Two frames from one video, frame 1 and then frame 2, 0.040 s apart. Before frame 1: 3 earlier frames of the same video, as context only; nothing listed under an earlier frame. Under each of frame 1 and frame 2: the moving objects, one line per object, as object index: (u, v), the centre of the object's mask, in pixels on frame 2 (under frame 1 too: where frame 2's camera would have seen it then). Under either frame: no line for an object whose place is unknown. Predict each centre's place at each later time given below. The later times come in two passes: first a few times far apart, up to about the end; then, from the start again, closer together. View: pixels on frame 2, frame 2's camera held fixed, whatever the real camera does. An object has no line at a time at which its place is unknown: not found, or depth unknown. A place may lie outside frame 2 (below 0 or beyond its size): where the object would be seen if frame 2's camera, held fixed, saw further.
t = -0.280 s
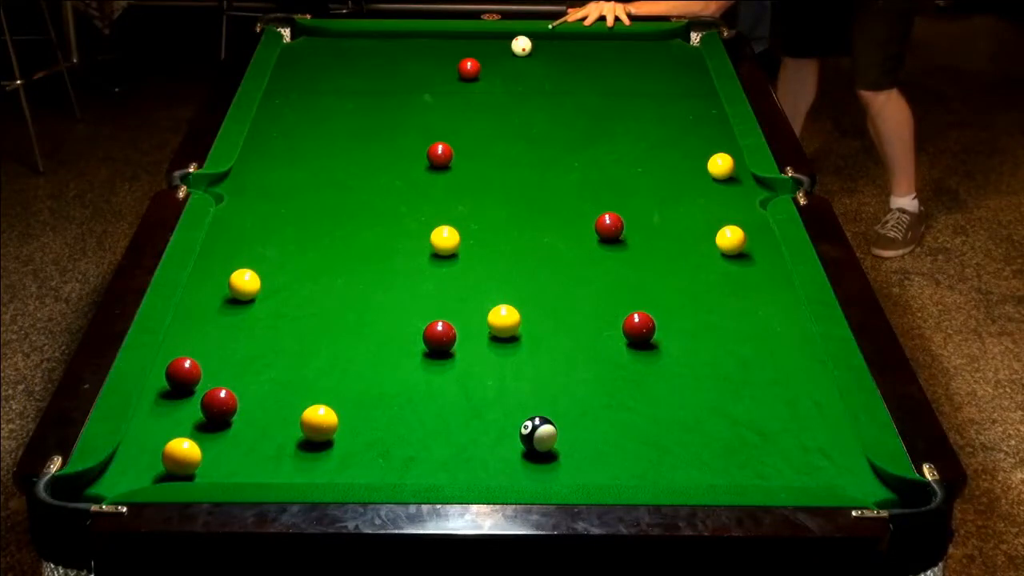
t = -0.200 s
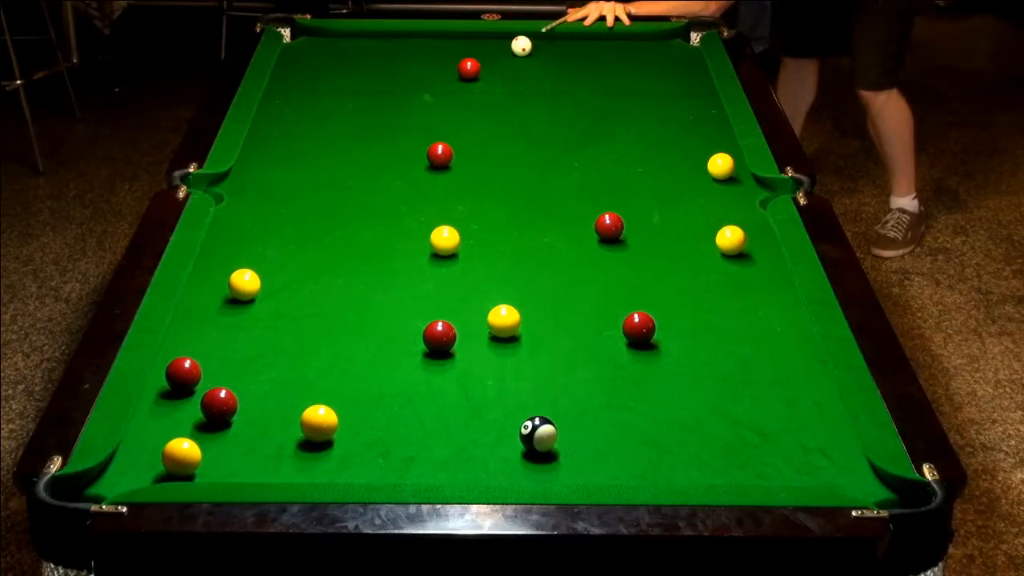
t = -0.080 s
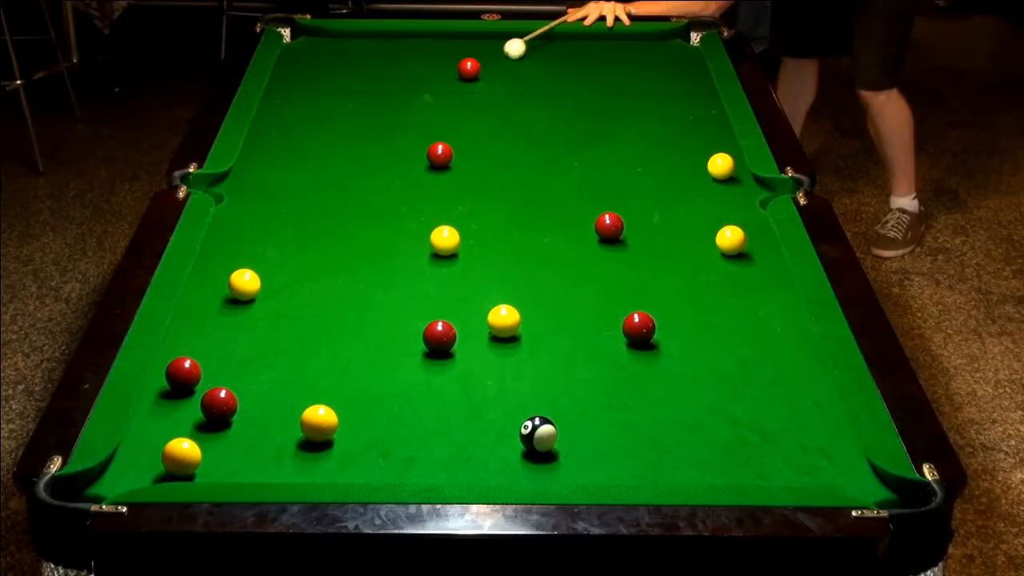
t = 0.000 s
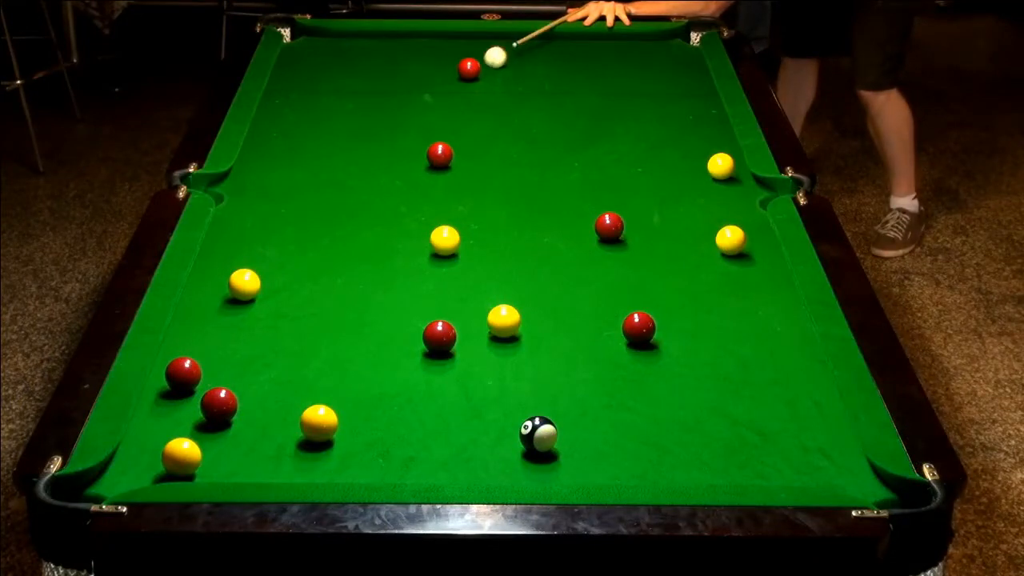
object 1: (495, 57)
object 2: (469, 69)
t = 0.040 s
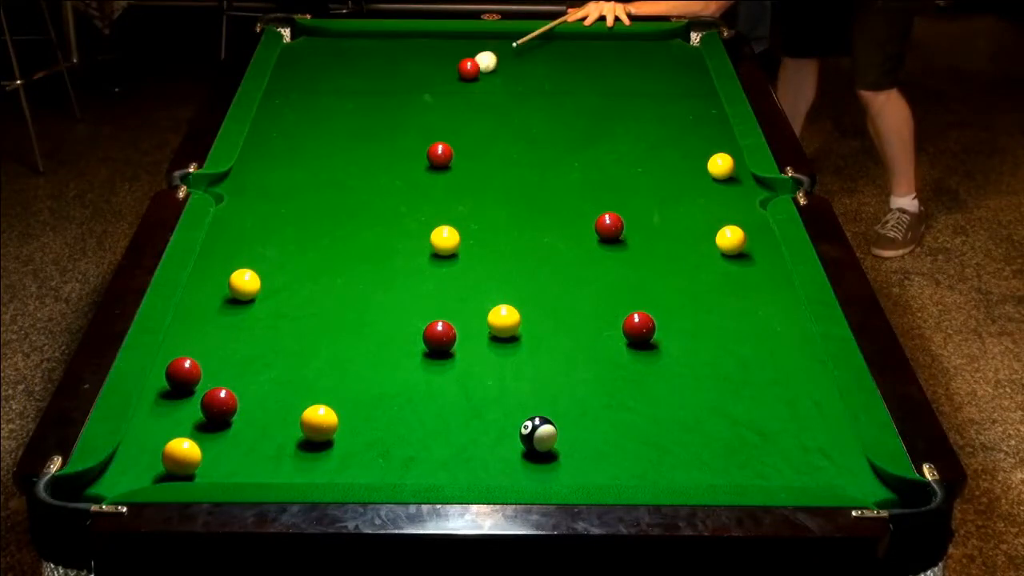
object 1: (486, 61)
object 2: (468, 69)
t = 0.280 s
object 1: (471, 66)
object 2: (432, 86)
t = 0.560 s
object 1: (458, 70)
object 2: (389, 107)
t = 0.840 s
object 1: (447, 74)
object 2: (346, 128)
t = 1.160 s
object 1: (436, 78)
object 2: (294, 153)
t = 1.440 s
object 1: (429, 80)
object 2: (248, 176)
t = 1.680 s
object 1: (423, 82)
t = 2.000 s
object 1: (419, 83)
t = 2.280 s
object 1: (418, 83)
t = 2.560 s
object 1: (418, 83)
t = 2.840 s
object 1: (418, 83)
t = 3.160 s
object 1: (418, 83)
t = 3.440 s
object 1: (418, 83)
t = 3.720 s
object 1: (418, 83)
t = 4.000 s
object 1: (418, 83)
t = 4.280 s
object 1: (418, 83)
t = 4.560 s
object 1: (418, 83)
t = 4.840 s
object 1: (418, 83)
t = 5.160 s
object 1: (418, 83)
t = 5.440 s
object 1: (418, 83)
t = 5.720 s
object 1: (418, 83)
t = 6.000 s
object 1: (418, 83)
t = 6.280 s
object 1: (418, 83)
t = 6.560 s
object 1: (418, 83)
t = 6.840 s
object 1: (418, 83)
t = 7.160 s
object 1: (418, 83)
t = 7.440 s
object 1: (418, 83)
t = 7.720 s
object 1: (418, 83)
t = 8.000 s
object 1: (418, 83)
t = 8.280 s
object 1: (418, 83)
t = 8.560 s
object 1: (418, 83)
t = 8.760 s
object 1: (418, 83)
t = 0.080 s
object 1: (481, 63)
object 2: (464, 71)
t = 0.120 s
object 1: (480, 64)
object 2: (457, 74)
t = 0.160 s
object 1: (478, 64)
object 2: (451, 77)
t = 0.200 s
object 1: (476, 65)
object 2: (444, 80)
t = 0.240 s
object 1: (474, 65)
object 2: (438, 83)
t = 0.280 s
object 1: (471, 66)
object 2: (432, 86)
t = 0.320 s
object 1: (470, 67)
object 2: (426, 89)
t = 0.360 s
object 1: (468, 67)
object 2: (420, 92)
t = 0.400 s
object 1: (466, 68)
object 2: (414, 95)
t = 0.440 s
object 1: (464, 69)
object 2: (408, 98)
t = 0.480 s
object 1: (462, 69)
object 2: (402, 101)
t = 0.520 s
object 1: (460, 70)
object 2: (396, 104)
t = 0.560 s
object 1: (458, 70)
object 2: (389, 107)
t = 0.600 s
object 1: (457, 71)
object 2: (383, 110)
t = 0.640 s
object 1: (455, 72)
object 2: (377, 113)
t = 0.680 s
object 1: (454, 72)
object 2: (371, 116)
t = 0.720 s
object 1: (452, 73)
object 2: (364, 119)
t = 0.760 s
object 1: (450, 73)
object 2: (358, 122)
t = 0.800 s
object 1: (449, 74)
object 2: (352, 125)
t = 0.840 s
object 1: (447, 74)
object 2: (346, 128)
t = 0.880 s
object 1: (446, 75)
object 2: (339, 131)
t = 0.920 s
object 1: (444, 75)
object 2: (333, 134)
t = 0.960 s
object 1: (443, 76)
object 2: (326, 137)
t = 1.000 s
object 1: (441, 76)
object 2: (320, 140)
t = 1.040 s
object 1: (440, 77)
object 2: (314, 143)
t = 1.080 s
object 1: (439, 77)
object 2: (307, 147)
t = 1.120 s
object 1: (438, 77)
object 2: (300, 150)
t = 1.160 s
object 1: (436, 78)
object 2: (294, 153)
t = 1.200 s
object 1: (435, 78)
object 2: (287, 156)
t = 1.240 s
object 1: (434, 78)
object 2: (281, 159)
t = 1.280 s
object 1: (433, 79)
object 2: (274, 162)
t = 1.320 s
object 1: (432, 79)
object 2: (268, 166)
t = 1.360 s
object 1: (431, 79)
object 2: (262, 169)
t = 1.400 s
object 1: (430, 80)
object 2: (255, 172)
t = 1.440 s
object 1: (429, 80)
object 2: (248, 176)
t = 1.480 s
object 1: (428, 80)
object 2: (242, 178)
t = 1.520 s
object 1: (427, 81)
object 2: (236, 182)
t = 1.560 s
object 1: (426, 81)
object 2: (229, 185)
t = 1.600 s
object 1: (425, 81)
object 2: (223, 188)
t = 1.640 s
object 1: (424, 82)
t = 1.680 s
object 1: (423, 82)
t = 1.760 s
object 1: (422, 82)
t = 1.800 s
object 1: (422, 82)
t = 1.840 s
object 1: (421, 82)
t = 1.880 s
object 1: (421, 83)
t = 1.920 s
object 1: (420, 83)
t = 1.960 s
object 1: (420, 83)
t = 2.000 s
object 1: (419, 83)
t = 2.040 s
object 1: (419, 83)
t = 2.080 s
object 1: (419, 83)
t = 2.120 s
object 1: (418, 83)
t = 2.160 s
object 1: (418, 83)
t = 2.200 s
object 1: (418, 83)
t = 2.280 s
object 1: (418, 83)
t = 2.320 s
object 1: (418, 83)
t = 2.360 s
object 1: (418, 83)
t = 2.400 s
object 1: (418, 83)
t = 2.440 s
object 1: (418, 83)
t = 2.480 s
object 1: (418, 83)
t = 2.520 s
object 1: (418, 83)
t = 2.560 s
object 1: (418, 83)
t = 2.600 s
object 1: (418, 83)
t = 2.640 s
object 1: (418, 83)
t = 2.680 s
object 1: (418, 83)
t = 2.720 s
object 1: (418, 83)
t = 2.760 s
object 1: (418, 83)
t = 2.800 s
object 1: (418, 83)
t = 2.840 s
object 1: (418, 83)
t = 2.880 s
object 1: (418, 83)
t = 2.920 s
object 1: (418, 83)
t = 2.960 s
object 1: (418, 83)
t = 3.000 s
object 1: (418, 83)
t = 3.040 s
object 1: (418, 83)
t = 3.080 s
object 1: (418, 83)
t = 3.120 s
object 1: (418, 83)
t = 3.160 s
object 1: (418, 83)
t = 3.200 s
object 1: (418, 83)
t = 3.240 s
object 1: (418, 83)
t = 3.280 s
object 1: (418, 83)
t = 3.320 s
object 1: (418, 83)
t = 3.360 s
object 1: (418, 83)
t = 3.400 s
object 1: (418, 83)
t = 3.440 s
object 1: (418, 83)
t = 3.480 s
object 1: (418, 83)
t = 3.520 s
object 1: (418, 83)
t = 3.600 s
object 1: (418, 83)
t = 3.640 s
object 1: (418, 83)
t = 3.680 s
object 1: (418, 83)
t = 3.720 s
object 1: (418, 83)
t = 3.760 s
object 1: (418, 83)
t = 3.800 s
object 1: (418, 83)
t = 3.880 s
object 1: (418, 83)
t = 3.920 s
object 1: (418, 83)
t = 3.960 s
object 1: (418, 83)
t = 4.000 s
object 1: (418, 83)
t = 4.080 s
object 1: (418, 83)
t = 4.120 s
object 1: (418, 83)
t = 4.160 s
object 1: (418, 83)
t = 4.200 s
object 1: (418, 83)
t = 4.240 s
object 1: (418, 83)
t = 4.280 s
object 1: (418, 83)
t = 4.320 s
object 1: (418, 83)
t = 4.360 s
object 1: (418, 83)
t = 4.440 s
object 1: (418, 83)
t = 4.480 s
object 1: (418, 83)
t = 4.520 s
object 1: (418, 83)
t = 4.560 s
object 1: (418, 83)
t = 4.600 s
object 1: (418, 83)
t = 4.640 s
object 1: (418, 83)
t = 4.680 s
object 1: (418, 83)
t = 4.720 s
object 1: (418, 83)
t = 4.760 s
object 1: (418, 83)
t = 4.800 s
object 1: (418, 83)
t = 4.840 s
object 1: (418, 83)
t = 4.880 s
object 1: (418, 83)
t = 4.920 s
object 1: (418, 83)
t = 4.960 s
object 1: (418, 83)
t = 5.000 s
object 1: (418, 83)
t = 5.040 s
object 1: (418, 83)
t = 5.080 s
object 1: (418, 83)
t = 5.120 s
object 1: (418, 83)
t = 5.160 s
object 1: (418, 83)
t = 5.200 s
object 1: (418, 83)
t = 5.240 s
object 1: (418, 83)
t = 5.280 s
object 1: (418, 83)
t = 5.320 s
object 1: (418, 83)
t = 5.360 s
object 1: (418, 83)
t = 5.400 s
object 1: (418, 83)
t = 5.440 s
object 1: (418, 83)
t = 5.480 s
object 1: (418, 83)
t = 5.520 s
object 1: (418, 83)
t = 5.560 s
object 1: (418, 83)
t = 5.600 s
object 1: (418, 83)
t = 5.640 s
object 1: (418, 83)
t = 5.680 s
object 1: (418, 83)
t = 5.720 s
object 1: (418, 83)
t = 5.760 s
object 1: (418, 83)
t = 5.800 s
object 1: (418, 83)
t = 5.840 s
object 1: (418, 83)
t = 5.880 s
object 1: (418, 83)
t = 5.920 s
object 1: (418, 83)
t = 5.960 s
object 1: (418, 83)
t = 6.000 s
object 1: (418, 83)
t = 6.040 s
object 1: (418, 83)
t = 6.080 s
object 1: (418, 83)
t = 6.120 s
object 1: (418, 83)
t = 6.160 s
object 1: (418, 83)
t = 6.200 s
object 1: (418, 83)
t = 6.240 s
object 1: (418, 83)
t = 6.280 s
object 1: (418, 83)
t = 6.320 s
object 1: (418, 83)
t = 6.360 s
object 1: (418, 83)
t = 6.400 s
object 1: (418, 83)
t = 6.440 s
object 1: (418, 83)
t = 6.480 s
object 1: (418, 83)
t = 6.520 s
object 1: (418, 83)
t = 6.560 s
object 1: (418, 83)
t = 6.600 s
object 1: (418, 83)
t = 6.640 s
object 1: (418, 83)
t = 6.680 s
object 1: (418, 83)
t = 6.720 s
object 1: (418, 83)
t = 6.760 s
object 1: (418, 83)
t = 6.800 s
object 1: (418, 83)
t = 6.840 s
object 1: (418, 83)
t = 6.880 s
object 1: (418, 83)
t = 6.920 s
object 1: (418, 83)
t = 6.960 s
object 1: (418, 83)
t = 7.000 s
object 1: (418, 83)
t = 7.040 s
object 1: (418, 83)
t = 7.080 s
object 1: (418, 83)
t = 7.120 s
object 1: (418, 83)
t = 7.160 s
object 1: (418, 83)
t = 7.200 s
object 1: (418, 83)
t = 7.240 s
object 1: (418, 83)
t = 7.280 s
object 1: (418, 83)
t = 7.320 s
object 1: (418, 83)
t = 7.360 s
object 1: (418, 83)
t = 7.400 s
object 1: (418, 83)
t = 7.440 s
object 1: (418, 83)
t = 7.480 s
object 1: (418, 83)
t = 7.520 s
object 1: (418, 83)
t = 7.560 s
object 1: (418, 83)
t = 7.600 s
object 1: (418, 83)
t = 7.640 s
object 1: (418, 83)
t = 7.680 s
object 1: (418, 83)
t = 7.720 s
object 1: (418, 83)
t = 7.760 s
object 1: (418, 83)
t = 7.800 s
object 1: (418, 83)
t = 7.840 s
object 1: (418, 83)
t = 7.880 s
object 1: (418, 83)
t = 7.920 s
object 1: (418, 83)
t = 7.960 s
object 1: (418, 83)
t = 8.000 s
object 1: (418, 83)
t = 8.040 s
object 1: (418, 83)
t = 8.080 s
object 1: (418, 83)
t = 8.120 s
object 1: (418, 83)
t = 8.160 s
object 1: (418, 83)
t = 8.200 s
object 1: (418, 83)
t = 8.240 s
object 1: (418, 83)
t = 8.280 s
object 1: (418, 83)
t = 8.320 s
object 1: (418, 83)
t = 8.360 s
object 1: (418, 83)
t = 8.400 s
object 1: (418, 83)
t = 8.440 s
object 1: (418, 83)
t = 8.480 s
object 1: (418, 83)
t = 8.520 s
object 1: (418, 83)
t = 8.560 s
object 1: (418, 83)
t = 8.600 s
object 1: (418, 83)
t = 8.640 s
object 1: (418, 83)
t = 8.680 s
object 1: (418, 83)
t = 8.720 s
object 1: (418, 83)
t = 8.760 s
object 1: (418, 83)
